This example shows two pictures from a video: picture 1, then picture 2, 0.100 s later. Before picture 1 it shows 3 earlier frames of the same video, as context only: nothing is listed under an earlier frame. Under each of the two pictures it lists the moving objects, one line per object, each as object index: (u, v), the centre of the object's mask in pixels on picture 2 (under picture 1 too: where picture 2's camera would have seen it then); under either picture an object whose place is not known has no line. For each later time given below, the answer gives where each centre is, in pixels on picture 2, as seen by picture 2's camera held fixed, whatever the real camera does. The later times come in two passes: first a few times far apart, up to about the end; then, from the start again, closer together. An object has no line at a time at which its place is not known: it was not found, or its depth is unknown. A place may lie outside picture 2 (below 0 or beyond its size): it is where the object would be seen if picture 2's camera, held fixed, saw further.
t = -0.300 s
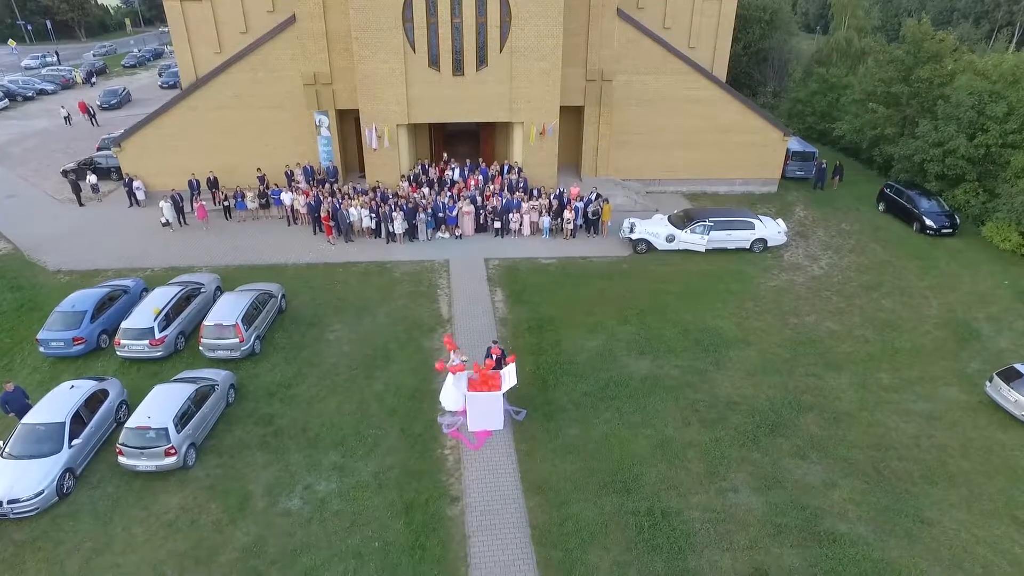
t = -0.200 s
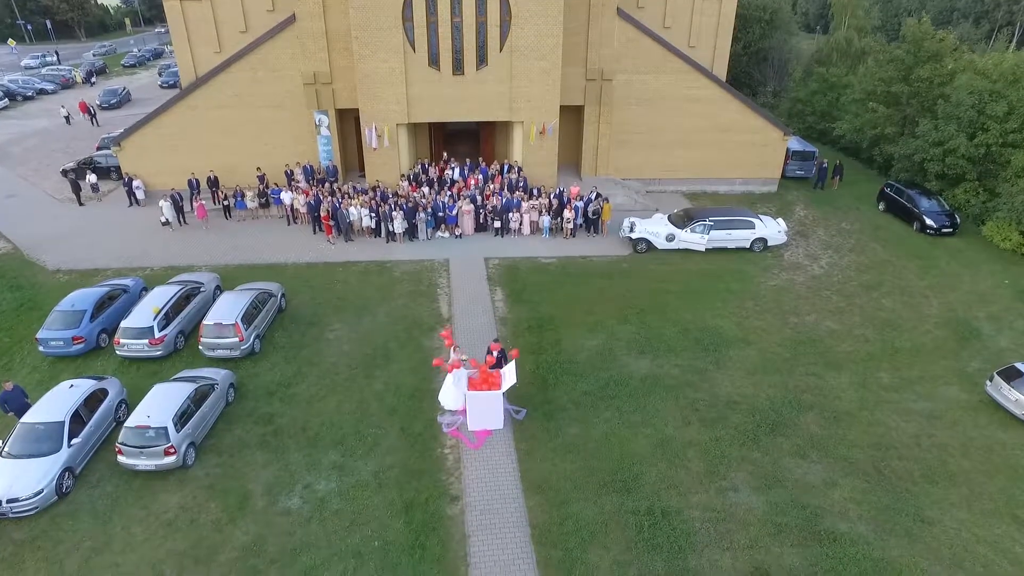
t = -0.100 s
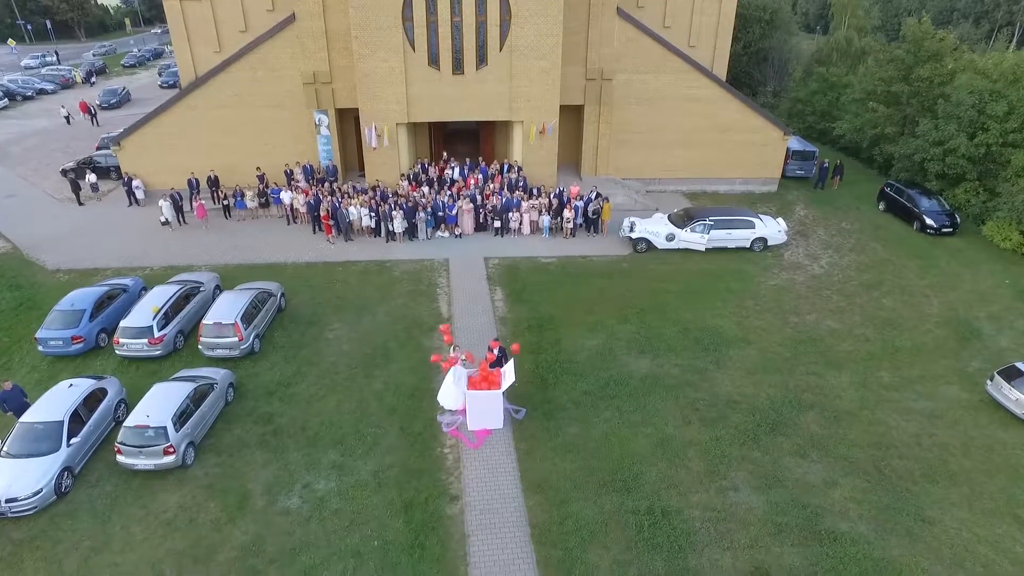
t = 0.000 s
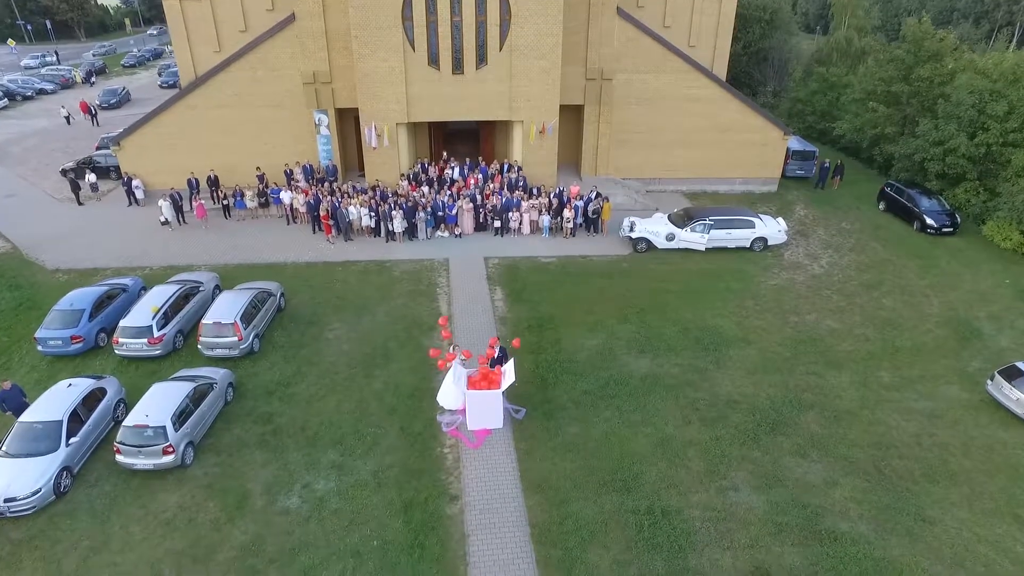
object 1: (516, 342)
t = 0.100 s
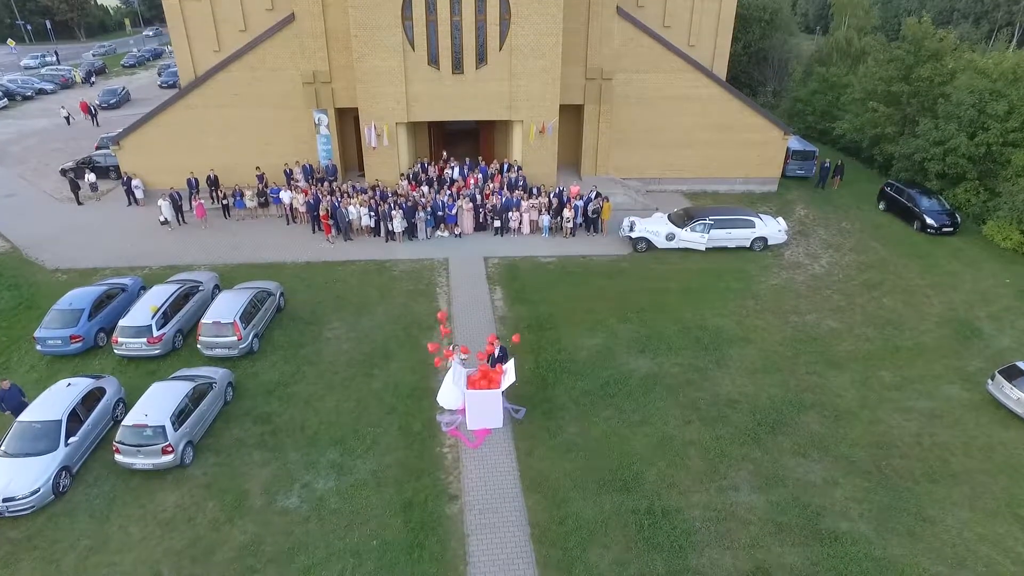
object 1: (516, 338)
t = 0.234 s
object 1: (516, 333)
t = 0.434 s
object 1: (513, 328)
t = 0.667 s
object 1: (511, 320)
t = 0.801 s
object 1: (509, 313)
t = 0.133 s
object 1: (516, 338)
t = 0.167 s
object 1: (516, 337)
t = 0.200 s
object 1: (516, 336)
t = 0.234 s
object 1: (516, 333)
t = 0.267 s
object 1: (515, 333)
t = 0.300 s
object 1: (515, 331)
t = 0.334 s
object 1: (514, 331)
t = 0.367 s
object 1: (514, 329)
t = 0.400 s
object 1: (513, 328)
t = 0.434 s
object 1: (513, 328)
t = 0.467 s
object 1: (512, 325)
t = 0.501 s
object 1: (512, 325)
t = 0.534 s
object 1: (512, 323)
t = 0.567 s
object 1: (511, 323)
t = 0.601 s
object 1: (511, 322)
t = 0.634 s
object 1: (511, 321)
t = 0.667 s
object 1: (511, 320)
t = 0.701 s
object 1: (509, 318)
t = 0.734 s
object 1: (509, 317)
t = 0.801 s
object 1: (509, 313)
